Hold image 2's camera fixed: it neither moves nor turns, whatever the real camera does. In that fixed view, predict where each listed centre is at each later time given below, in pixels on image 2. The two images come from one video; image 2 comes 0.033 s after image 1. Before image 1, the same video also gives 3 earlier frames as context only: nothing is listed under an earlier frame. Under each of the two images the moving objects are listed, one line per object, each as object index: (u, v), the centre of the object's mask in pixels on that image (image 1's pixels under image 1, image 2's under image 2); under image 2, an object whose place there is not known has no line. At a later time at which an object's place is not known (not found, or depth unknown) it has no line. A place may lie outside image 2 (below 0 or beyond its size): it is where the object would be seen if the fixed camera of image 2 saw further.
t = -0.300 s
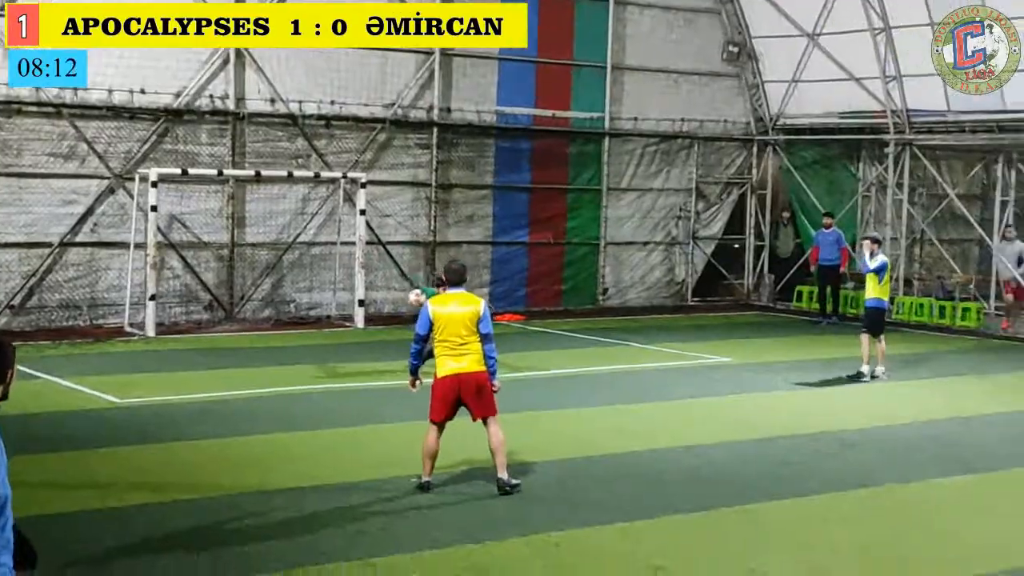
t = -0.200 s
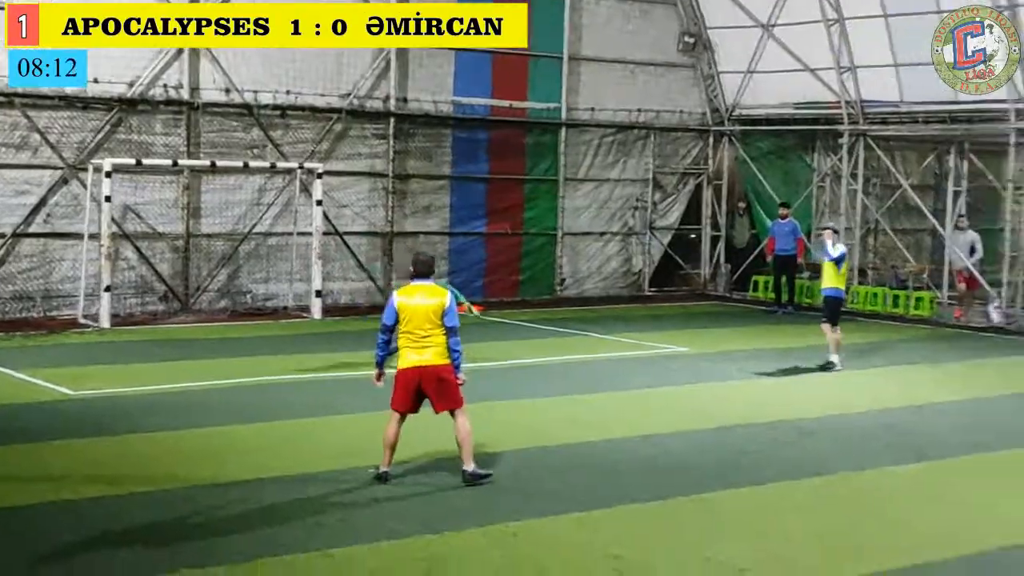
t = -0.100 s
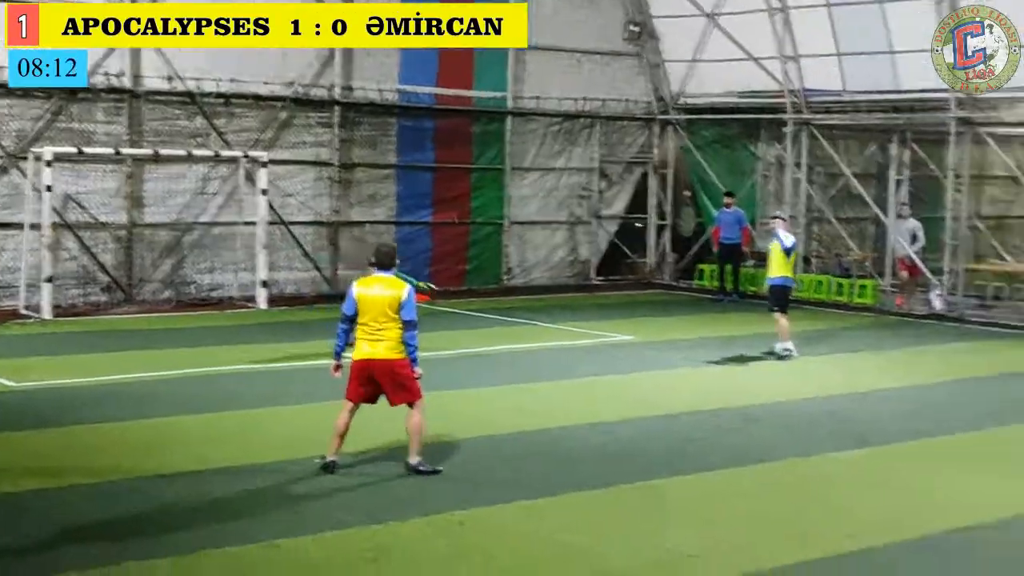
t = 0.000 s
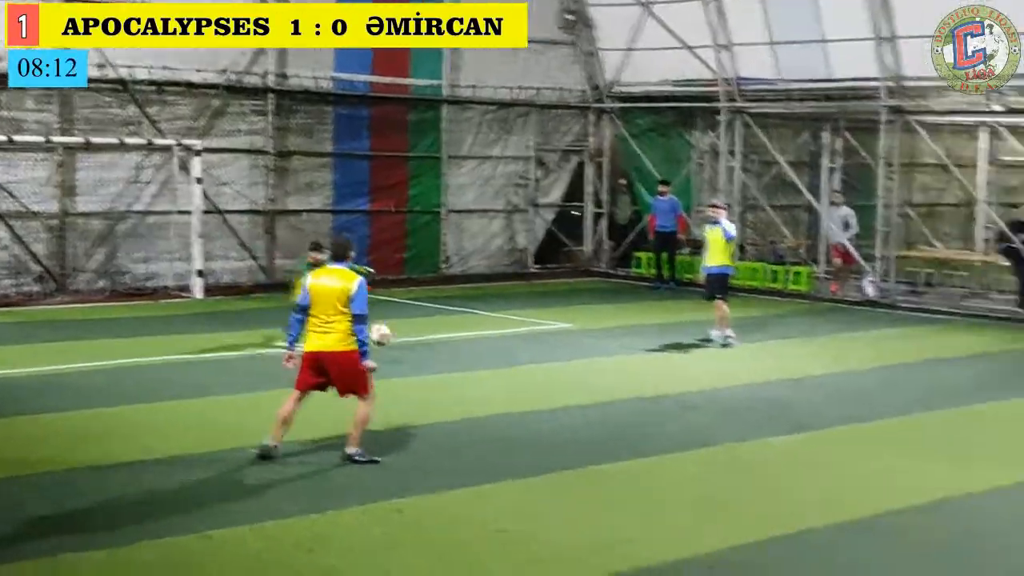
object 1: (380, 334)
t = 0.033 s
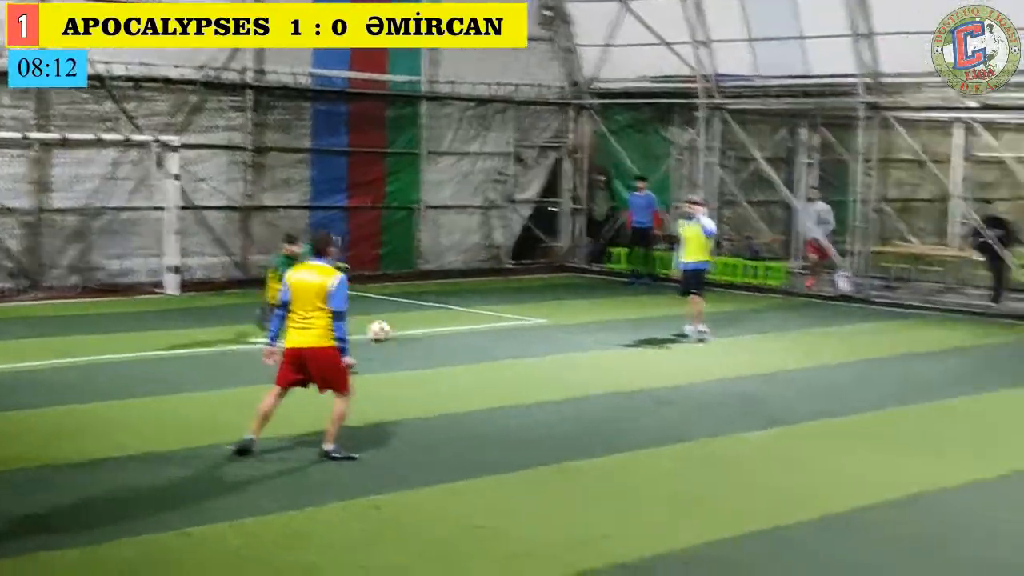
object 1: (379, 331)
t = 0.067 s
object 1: (404, 332)
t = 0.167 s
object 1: (485, 344)
